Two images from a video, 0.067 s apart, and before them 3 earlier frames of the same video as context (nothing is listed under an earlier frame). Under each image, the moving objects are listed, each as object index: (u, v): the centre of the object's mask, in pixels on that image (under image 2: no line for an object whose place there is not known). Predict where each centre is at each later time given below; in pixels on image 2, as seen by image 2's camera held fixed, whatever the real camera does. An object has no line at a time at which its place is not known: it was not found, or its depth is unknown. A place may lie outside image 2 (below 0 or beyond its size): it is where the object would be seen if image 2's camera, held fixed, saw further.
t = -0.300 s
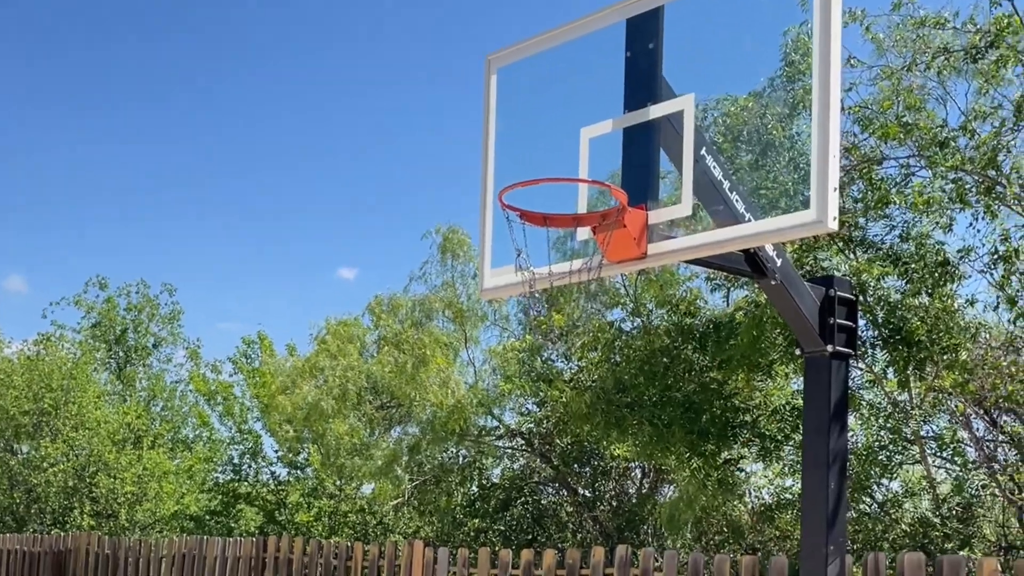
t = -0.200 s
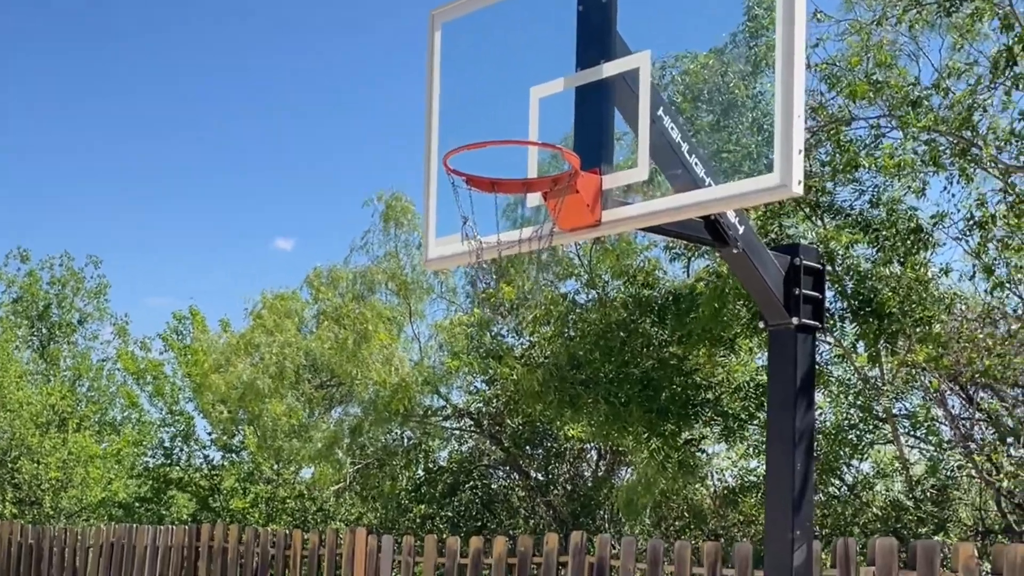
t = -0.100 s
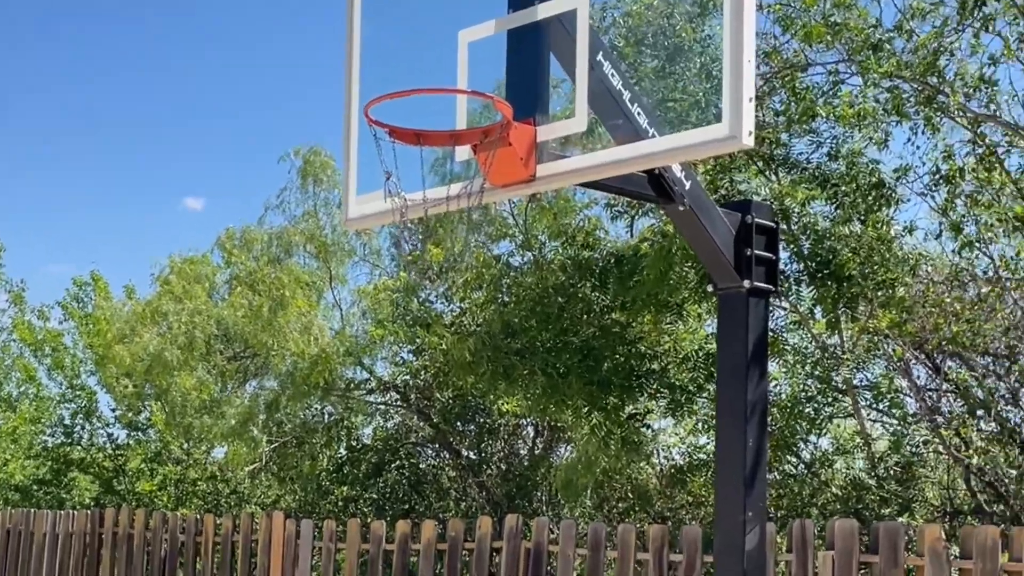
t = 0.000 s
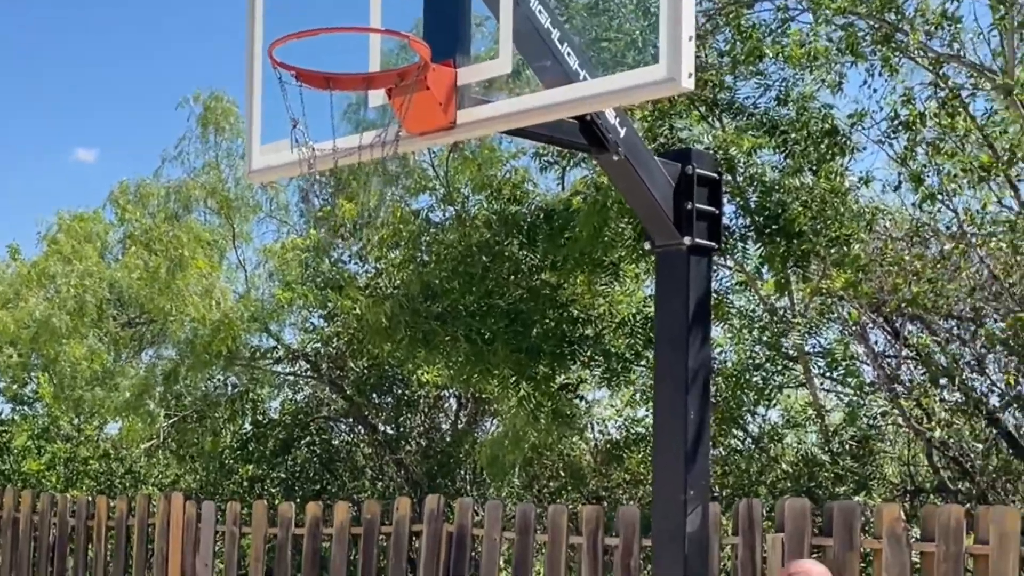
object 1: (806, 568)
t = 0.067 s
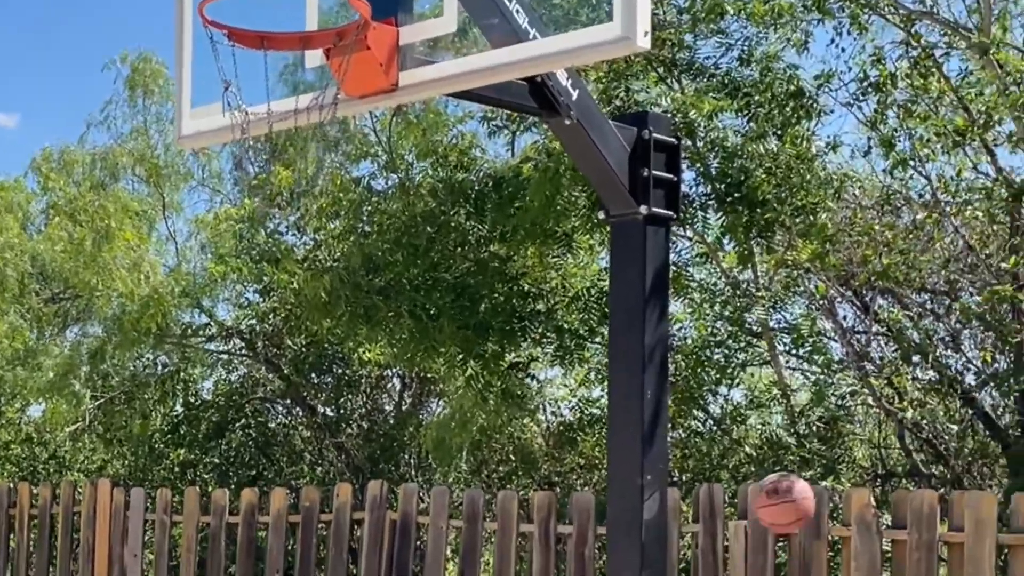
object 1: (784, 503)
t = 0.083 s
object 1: (787, 485)
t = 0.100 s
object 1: (790, 469)
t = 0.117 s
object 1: (794, 456)
